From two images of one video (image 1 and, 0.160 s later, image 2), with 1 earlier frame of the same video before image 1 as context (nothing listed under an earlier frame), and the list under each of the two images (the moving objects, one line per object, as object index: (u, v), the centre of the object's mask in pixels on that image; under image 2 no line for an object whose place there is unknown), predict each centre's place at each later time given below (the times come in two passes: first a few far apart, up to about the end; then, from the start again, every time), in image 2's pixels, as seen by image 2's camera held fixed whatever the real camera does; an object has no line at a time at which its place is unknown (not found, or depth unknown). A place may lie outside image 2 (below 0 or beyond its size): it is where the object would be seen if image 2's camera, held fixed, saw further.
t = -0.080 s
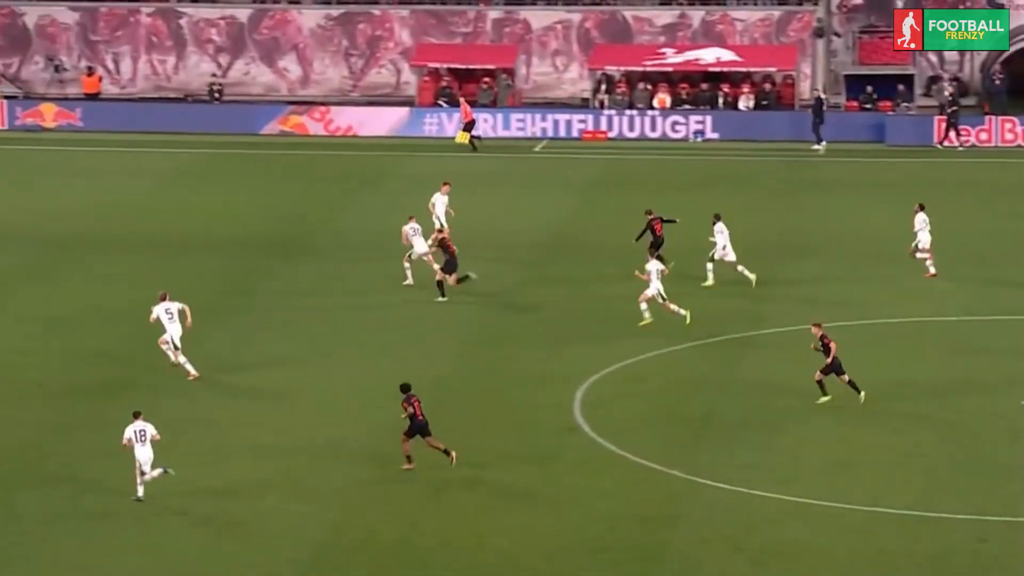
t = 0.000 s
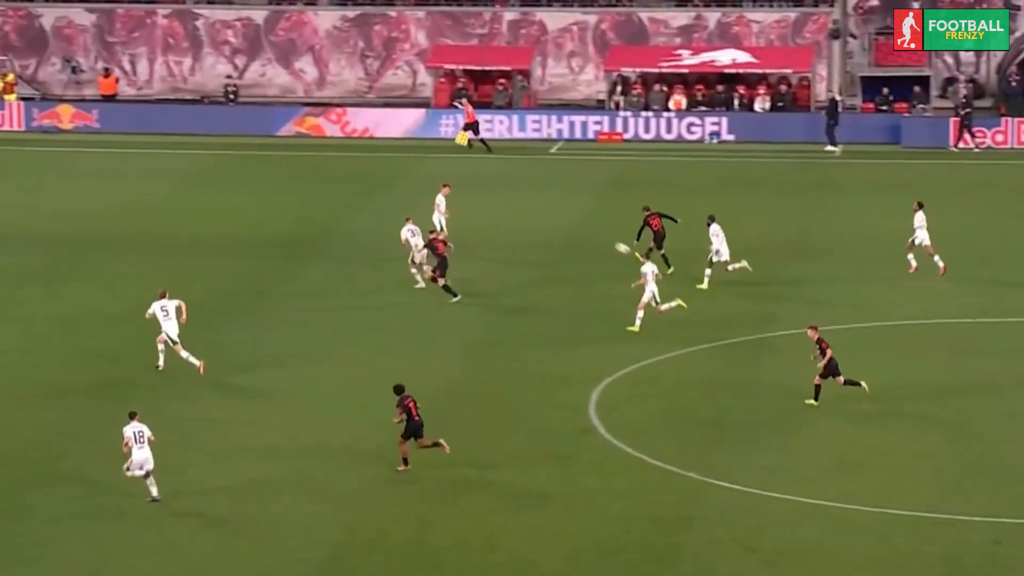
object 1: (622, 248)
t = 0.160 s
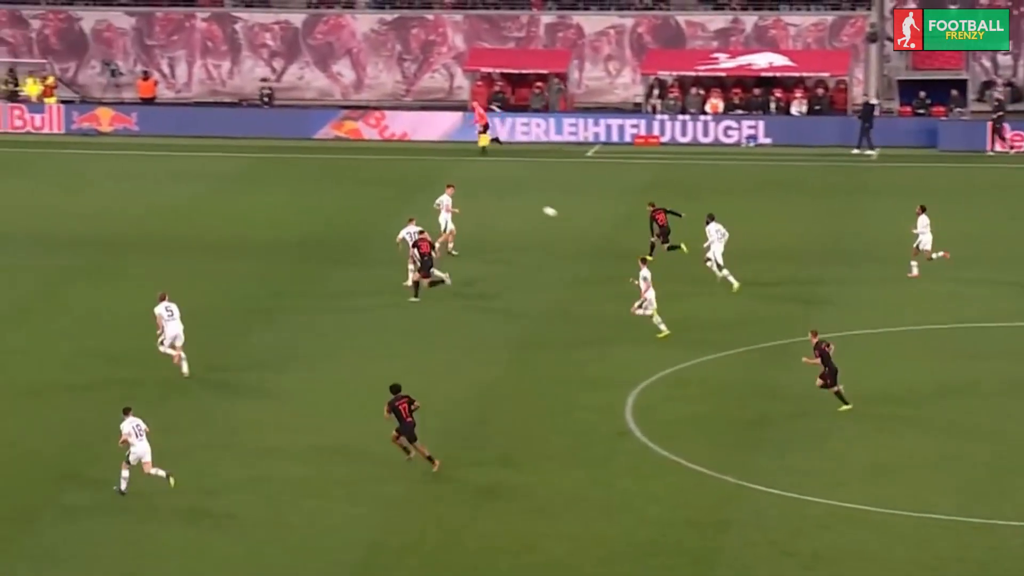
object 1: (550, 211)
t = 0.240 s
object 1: (496, 197)
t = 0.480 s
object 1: (341, 176)
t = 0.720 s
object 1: (191, 184)
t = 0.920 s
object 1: (72, 211)
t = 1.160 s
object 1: (-61, 260)
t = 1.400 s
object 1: (-165, 223)
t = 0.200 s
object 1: (523, 204)
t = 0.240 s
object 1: (496, 197)
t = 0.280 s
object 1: (470, 192)
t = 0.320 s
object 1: (444, 187)
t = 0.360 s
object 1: (418, 183)
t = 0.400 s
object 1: (392, 180)
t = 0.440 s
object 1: (366, 178)
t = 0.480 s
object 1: (341, 176)
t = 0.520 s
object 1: (315, 176)
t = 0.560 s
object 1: (290, 176)
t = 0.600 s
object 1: (265, 177)
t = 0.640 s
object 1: (240, 178)
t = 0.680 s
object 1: (216, 180)
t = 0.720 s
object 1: (191, 184)
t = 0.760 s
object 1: (167, 188)
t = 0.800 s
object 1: (143, 192)
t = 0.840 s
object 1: (119, 198)
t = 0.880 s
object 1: (95, 204)
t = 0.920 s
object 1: (72, 211)
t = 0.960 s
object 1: (49, 219)
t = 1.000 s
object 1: (26, 228)
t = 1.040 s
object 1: (3, 237)
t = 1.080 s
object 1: (-19, 248)
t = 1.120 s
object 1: (-42, 259)
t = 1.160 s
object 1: (-61, 260)
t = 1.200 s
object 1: (-78, 252)
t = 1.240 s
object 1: (-96, 245)
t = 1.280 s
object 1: (-113, 238)
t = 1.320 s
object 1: (-130, 232)
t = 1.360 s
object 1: (-147, 227)
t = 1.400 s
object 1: (-165, 223)
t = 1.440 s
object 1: (-182, 219)
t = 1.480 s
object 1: (-200, 216)
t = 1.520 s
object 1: (-217, 214)
